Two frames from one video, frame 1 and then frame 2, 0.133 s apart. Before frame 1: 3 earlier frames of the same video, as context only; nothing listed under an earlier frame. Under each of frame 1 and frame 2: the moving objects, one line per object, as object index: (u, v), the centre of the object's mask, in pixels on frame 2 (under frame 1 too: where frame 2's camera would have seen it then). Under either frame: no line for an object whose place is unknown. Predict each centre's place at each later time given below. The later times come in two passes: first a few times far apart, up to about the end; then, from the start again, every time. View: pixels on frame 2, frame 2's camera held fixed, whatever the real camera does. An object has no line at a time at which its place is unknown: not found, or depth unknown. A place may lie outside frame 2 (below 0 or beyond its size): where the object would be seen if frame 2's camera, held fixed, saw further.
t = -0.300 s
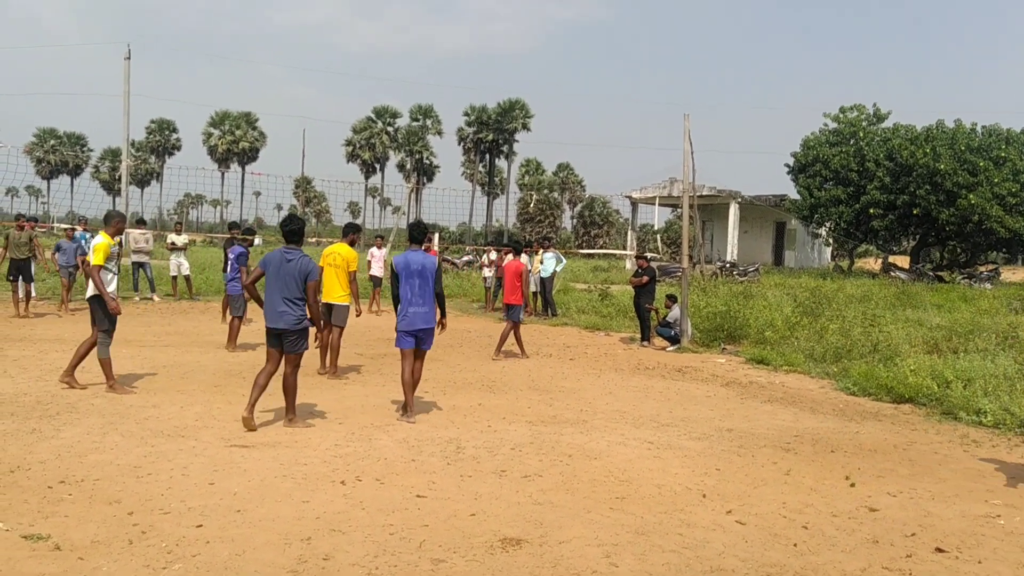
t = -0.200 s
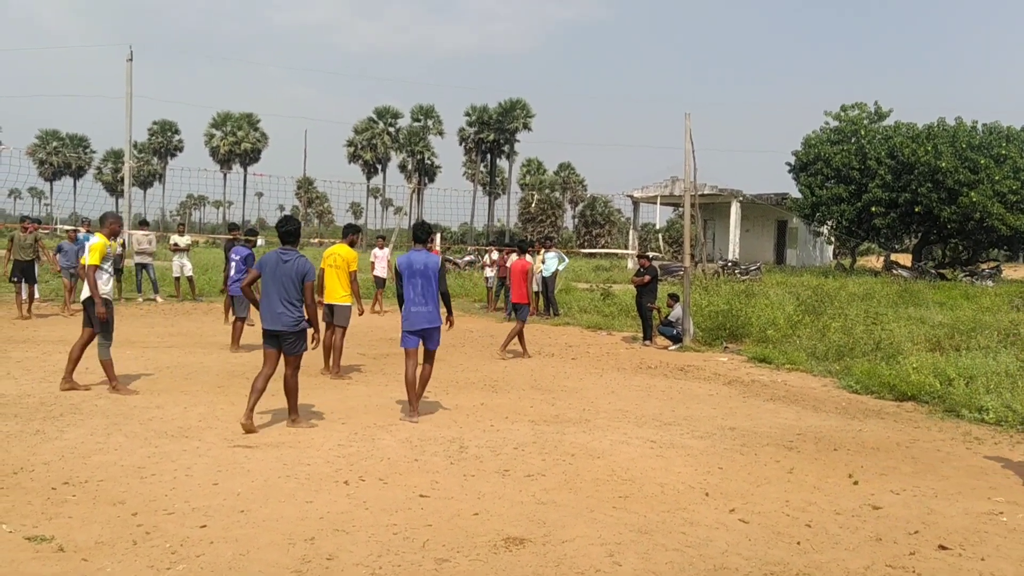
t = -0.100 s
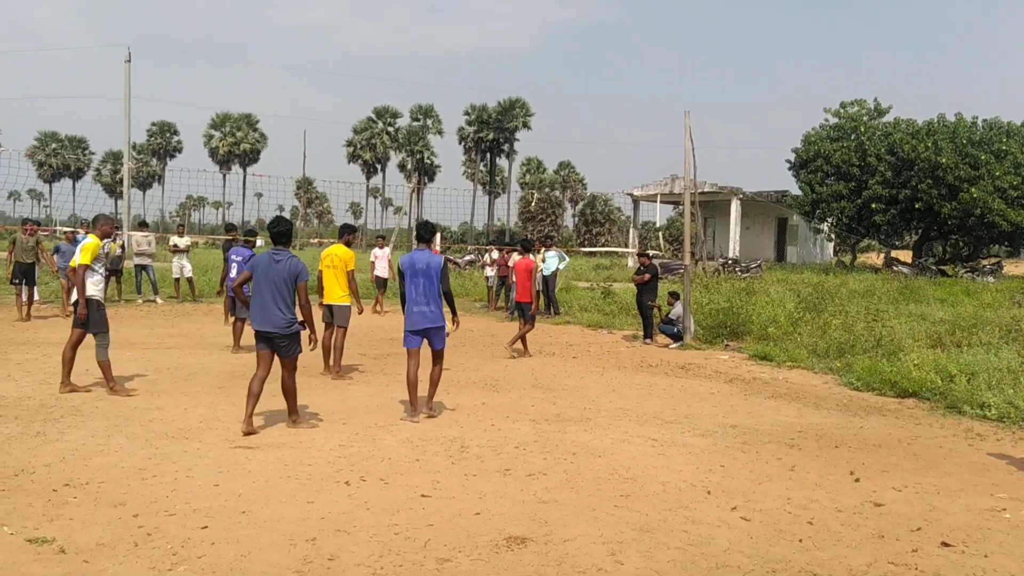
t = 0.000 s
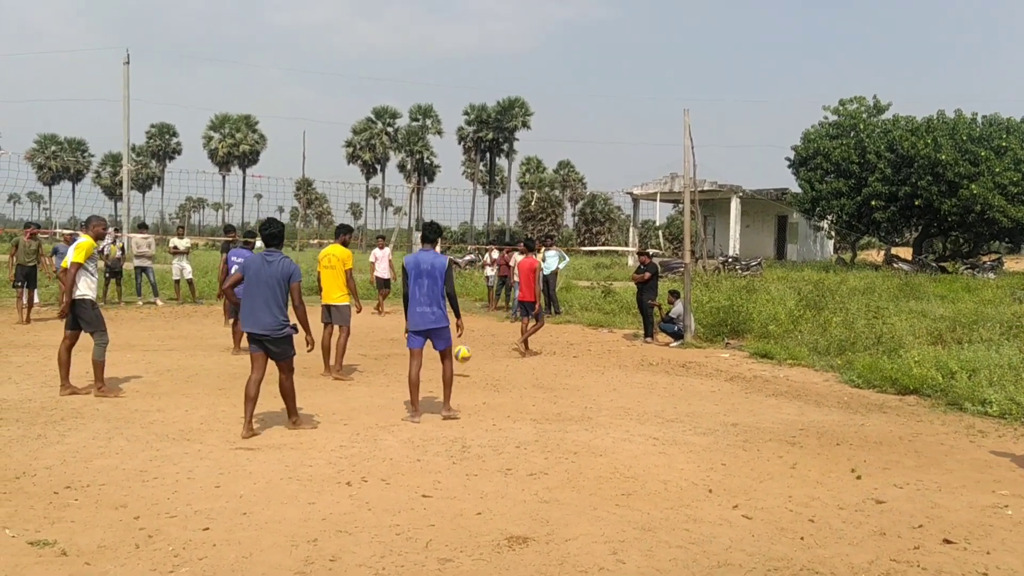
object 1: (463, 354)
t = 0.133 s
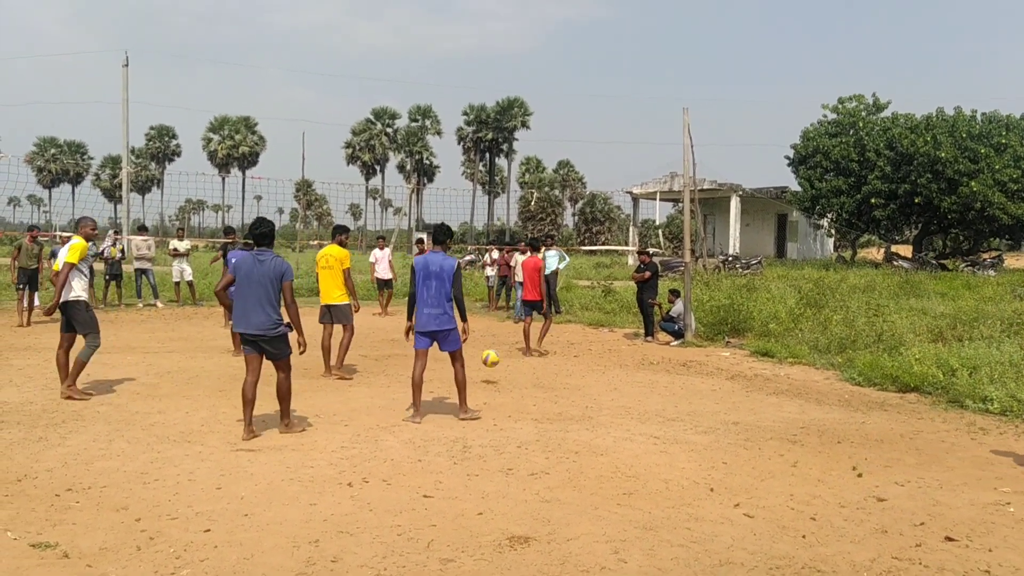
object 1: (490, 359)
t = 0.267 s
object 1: (521, 343)
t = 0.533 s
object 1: (587, 363)
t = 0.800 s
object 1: (668, 388)
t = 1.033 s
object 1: (756, 397)
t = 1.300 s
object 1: (877, 453)
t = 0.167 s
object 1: (498, 353)
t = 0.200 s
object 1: (505, 349)
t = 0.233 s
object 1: (512, 345)
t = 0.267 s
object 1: (521, 343)
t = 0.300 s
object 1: (529, 342)
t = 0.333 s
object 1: (537, 341)
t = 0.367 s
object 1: (545, 342)
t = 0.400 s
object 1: (553, 344)
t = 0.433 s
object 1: (562, 347)
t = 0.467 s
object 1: (570, 351)
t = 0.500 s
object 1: (579, 356)
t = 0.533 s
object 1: (587, 363)
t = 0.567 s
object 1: (597, 371)
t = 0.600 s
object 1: (607, 380)
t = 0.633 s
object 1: (615, 391)
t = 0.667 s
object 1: (625, 404)
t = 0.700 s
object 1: (635, 404)
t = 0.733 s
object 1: (646, 397)
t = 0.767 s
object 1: (657, 392)
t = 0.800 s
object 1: (668, 388)
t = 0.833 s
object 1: (680, 386)
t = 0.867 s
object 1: (692, 384)
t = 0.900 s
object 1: (704, 384)
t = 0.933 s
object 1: (717, 386)
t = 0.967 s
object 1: (730, 388)
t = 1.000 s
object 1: (743, 392)
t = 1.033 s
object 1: (756, 397)
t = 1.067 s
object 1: (770, 404)
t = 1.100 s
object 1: (784, 414)
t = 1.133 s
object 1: (798, 424)
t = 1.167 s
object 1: (812, 436)
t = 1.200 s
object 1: (828, 450)
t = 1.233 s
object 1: (844, 452)
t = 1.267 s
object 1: (860, 451)
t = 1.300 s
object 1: (877, 453)
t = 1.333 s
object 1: (893, 456)
